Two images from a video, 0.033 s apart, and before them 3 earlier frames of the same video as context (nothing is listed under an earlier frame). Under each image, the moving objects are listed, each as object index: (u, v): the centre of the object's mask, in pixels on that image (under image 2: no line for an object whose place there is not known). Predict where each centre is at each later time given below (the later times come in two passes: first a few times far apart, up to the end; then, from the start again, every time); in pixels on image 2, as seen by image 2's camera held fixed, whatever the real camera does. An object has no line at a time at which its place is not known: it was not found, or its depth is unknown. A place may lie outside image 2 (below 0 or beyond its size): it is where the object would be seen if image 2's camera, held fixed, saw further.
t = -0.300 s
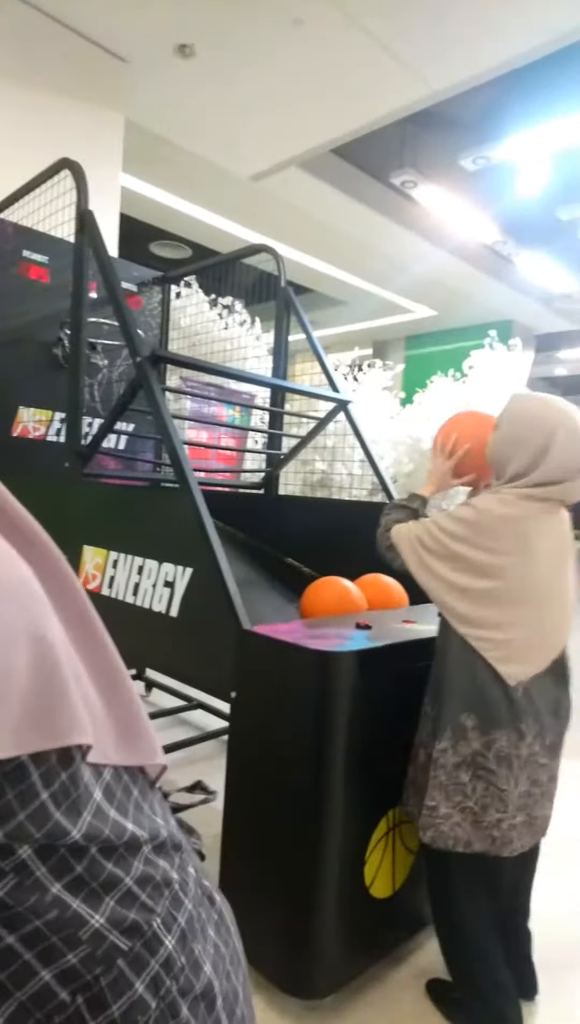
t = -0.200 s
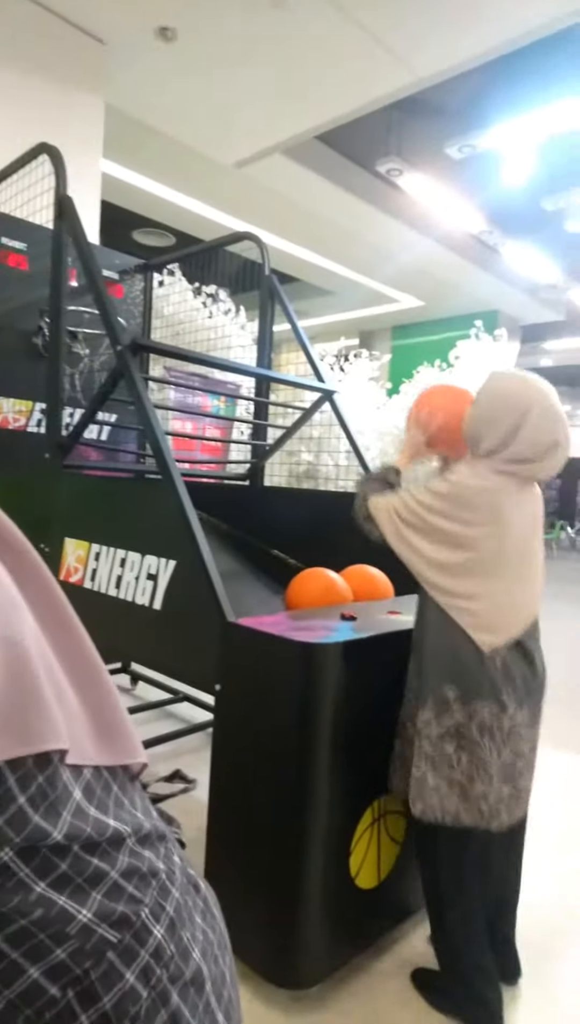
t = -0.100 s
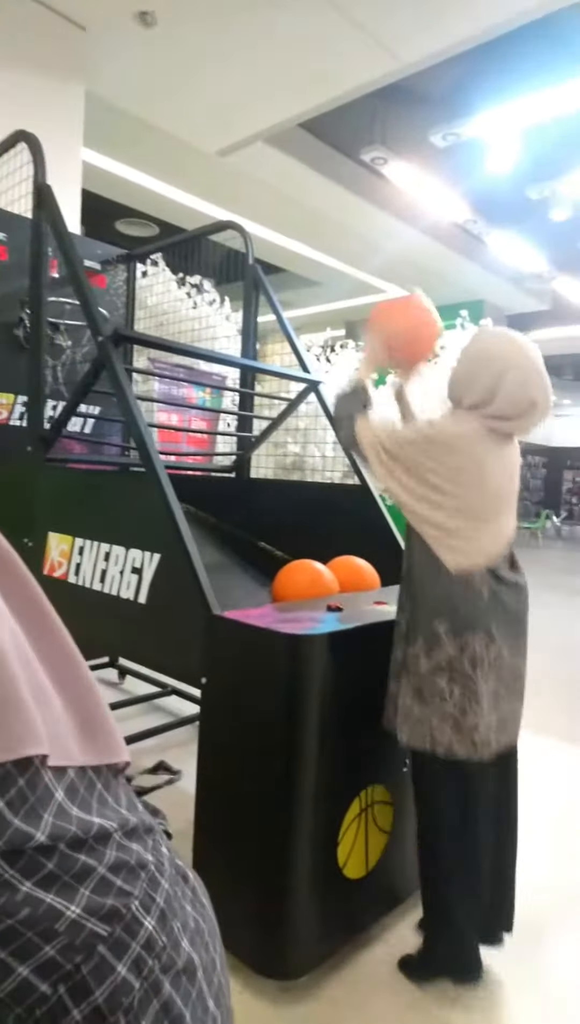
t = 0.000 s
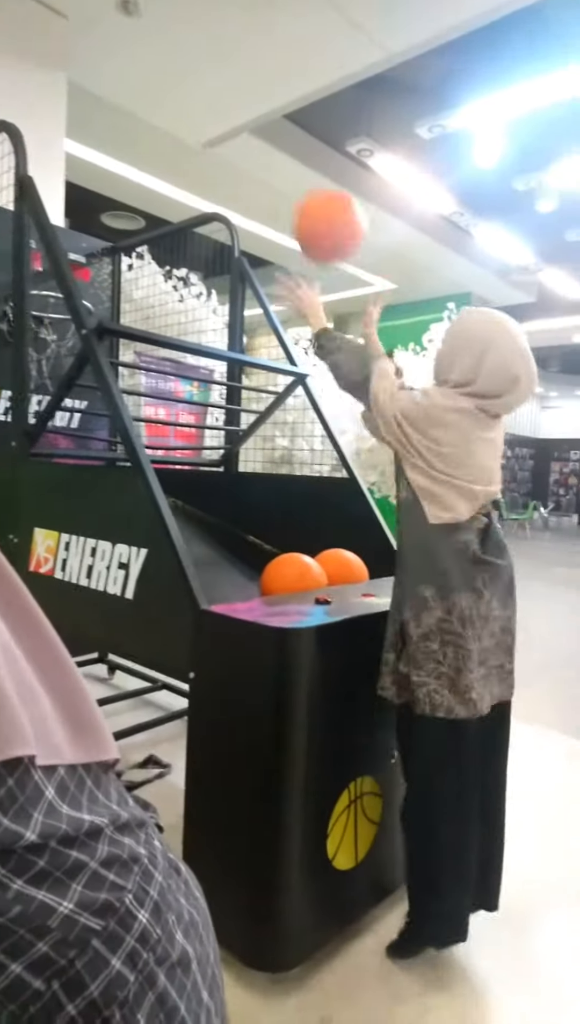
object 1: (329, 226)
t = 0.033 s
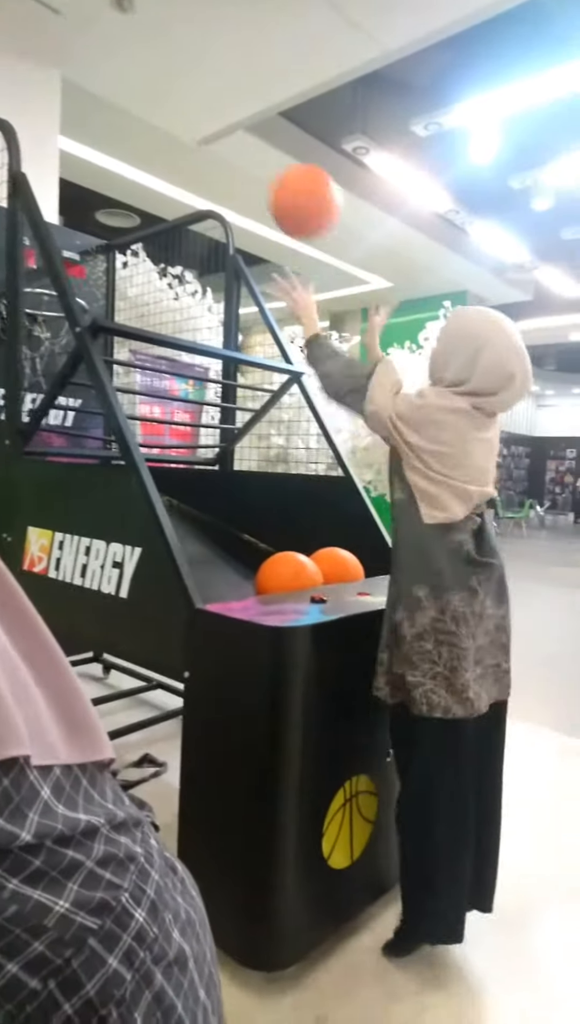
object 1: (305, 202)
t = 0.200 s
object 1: (220, 155)
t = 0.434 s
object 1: (125, 221)
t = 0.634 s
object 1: (116, 312)
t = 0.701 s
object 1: (144, 357)
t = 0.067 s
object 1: (287, 184)
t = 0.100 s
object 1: (269, 171)
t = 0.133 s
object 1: (252, 162)
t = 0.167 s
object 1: (236, 156)
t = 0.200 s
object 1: (220, 155)
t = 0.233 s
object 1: (205, 156)
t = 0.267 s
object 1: (191, 159)
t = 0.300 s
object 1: (176, 166)
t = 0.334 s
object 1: (163, 177)
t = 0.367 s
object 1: (150, 190)
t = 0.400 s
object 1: (136, 207)
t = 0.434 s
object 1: (125, 221)
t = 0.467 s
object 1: (116, 238)
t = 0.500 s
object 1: (105, 258)
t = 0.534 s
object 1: (95, 281)
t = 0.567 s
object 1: (93, 297)
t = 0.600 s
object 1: (103, 304)
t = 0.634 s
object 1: (116, 312)
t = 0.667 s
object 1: (128, 339)
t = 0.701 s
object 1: (144, 357)
